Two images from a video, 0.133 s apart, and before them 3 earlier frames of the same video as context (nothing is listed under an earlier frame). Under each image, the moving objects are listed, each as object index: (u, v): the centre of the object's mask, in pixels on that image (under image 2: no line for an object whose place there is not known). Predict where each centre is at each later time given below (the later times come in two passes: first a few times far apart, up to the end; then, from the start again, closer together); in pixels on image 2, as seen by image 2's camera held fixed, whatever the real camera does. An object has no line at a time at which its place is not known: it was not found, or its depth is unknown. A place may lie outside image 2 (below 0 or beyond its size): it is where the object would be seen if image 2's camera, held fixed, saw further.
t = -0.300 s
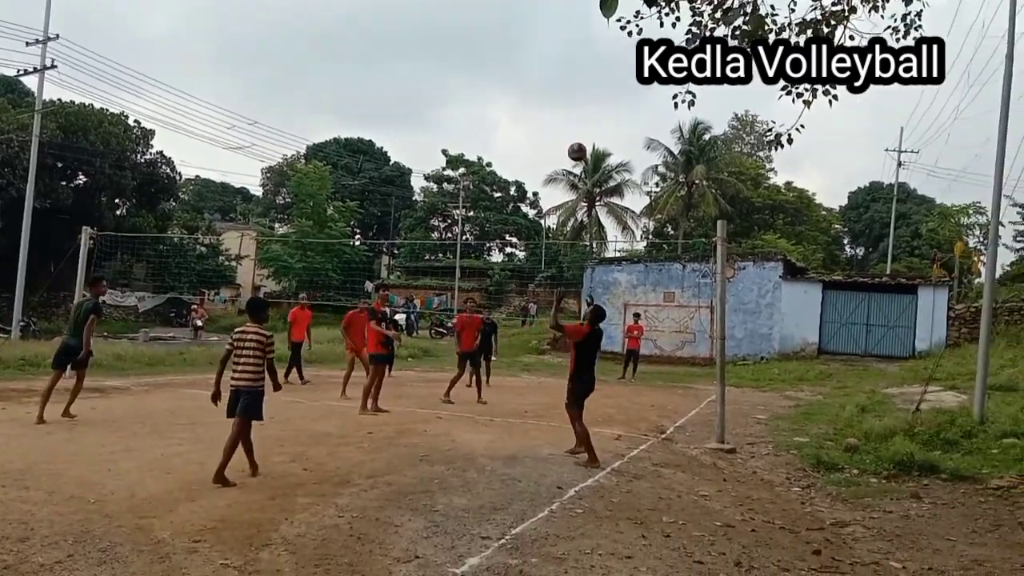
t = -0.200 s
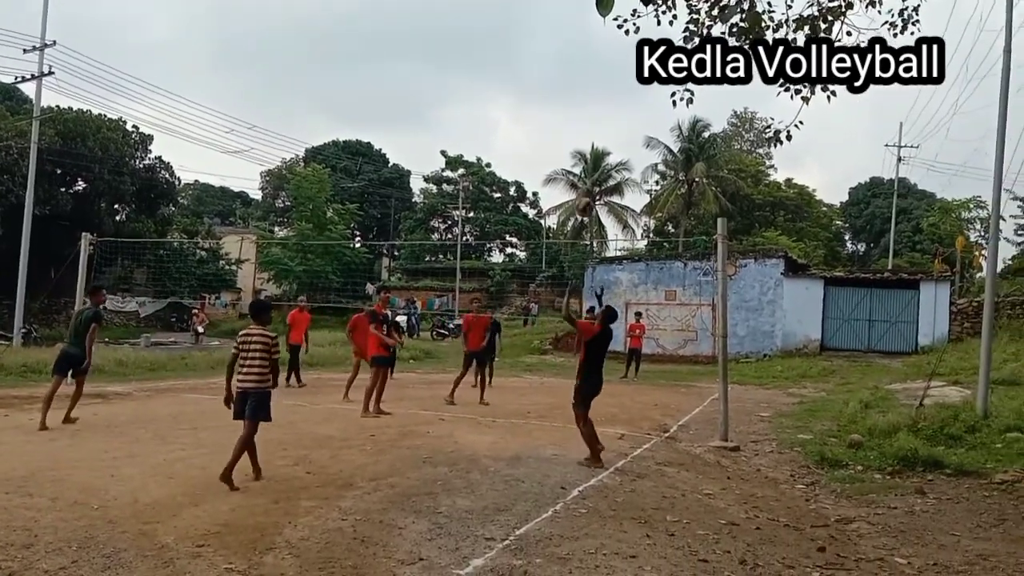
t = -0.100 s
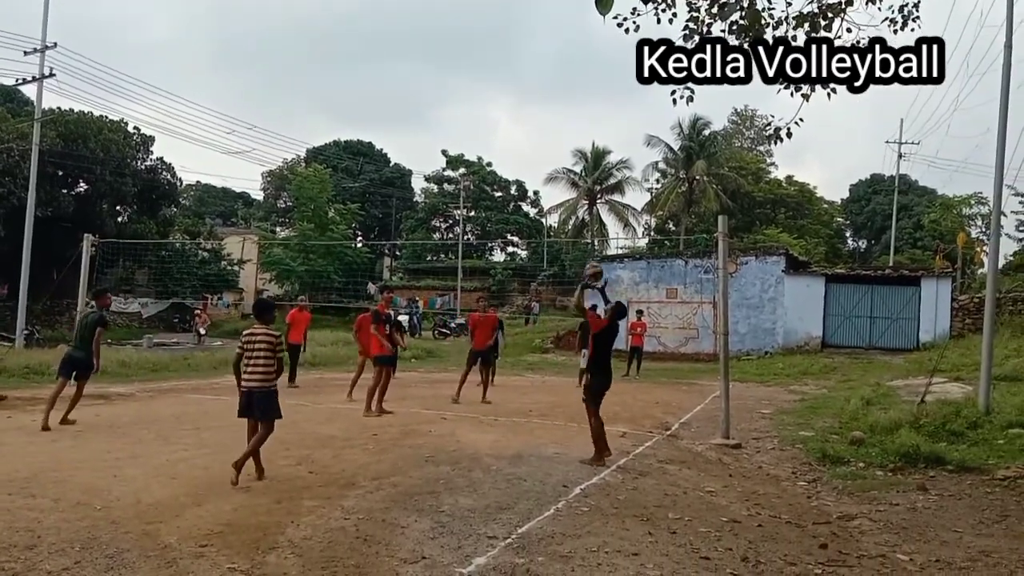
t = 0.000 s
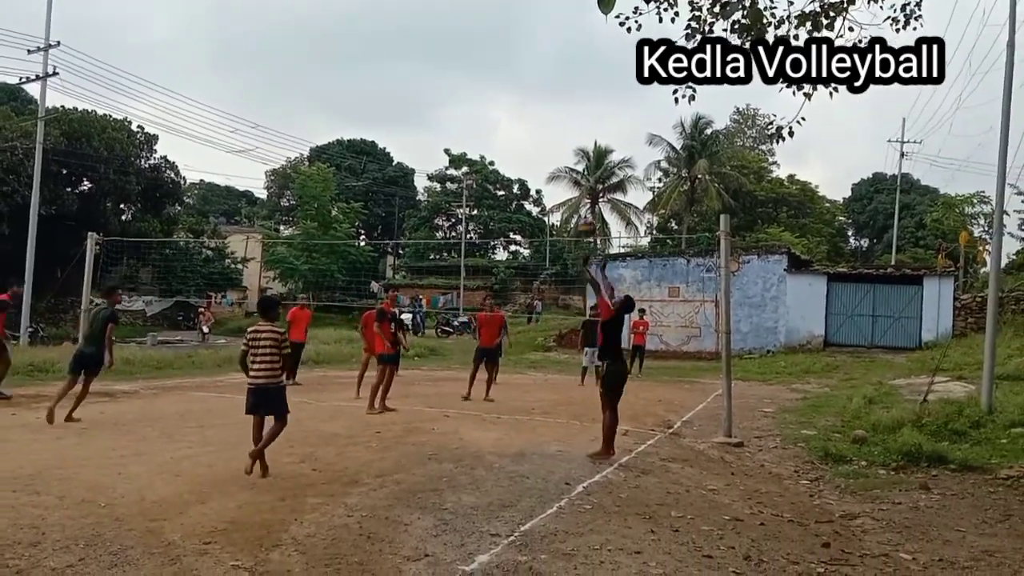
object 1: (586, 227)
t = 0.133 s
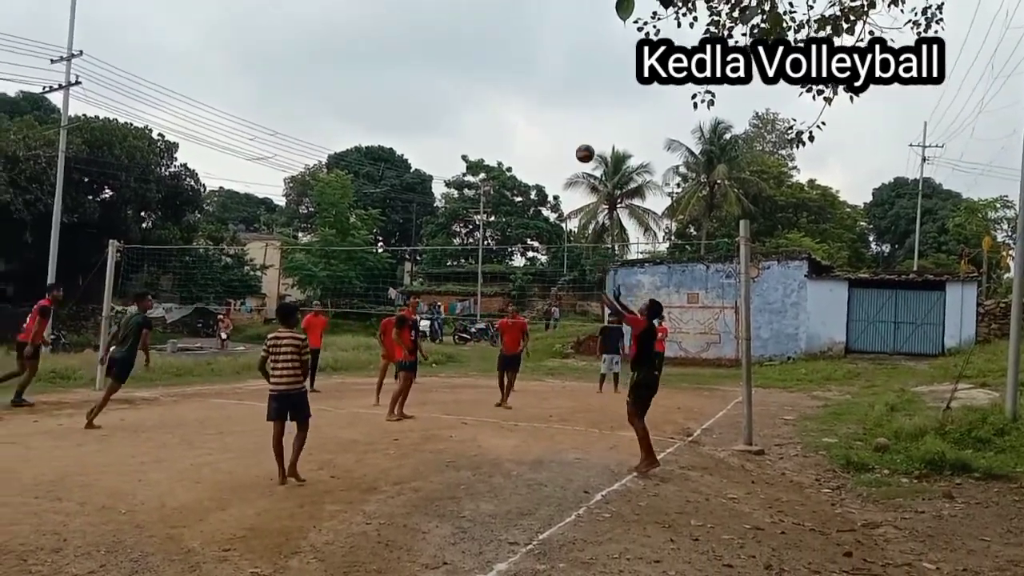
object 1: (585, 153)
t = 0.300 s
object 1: (559, 81)
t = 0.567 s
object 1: (522, 23)
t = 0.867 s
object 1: (482, 33)
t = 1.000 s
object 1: (464, 60)
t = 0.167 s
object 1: (579, 136)
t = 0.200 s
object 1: (574, 121)
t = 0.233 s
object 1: (570, 106)
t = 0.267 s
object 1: (564, 92)
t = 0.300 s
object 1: (559, 81)
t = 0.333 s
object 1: (555, 70)
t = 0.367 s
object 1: (550, 60)
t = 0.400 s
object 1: (546, 51)
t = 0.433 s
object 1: (541, 44)
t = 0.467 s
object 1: (537, 37)
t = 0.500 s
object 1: (532, 32)
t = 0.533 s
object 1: (527, 27)
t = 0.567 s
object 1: (522, 23)
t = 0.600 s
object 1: (517, 21)
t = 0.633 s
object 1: (513, 19)
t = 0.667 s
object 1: (508, 18)
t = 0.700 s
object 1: (504, 18)
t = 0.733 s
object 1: (499, 20)
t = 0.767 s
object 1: (494, 22)
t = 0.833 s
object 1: (486, 29)
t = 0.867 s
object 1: (482, 33)
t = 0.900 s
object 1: (477, 39)
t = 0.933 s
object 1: (473, 45)
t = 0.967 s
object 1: (468, 52)
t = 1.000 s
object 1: (464, 60)
